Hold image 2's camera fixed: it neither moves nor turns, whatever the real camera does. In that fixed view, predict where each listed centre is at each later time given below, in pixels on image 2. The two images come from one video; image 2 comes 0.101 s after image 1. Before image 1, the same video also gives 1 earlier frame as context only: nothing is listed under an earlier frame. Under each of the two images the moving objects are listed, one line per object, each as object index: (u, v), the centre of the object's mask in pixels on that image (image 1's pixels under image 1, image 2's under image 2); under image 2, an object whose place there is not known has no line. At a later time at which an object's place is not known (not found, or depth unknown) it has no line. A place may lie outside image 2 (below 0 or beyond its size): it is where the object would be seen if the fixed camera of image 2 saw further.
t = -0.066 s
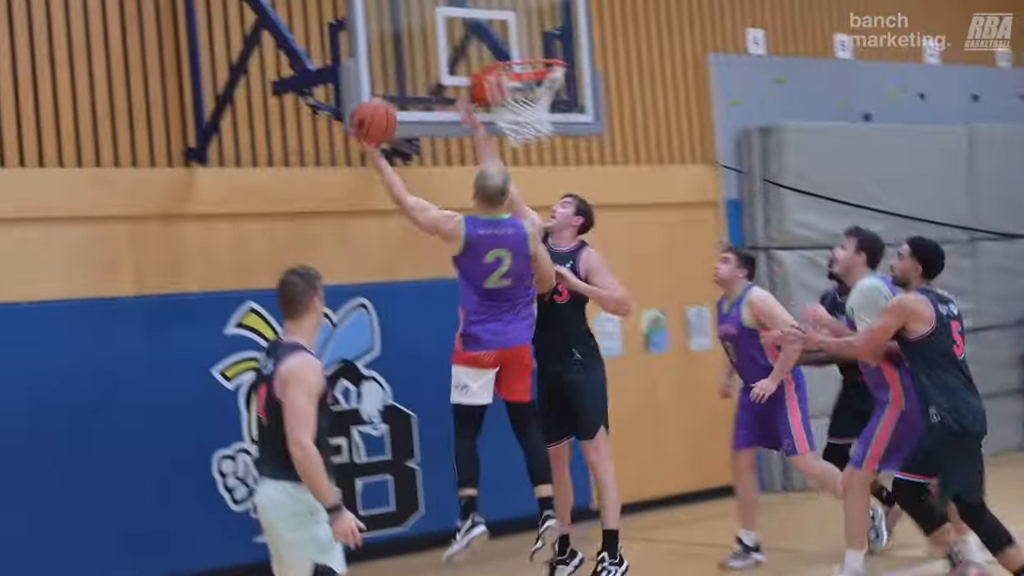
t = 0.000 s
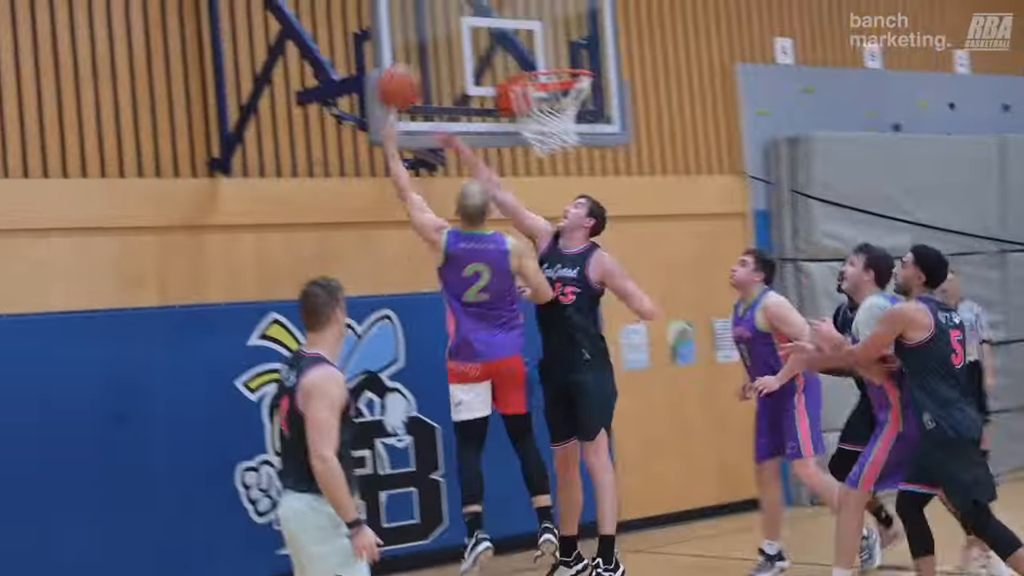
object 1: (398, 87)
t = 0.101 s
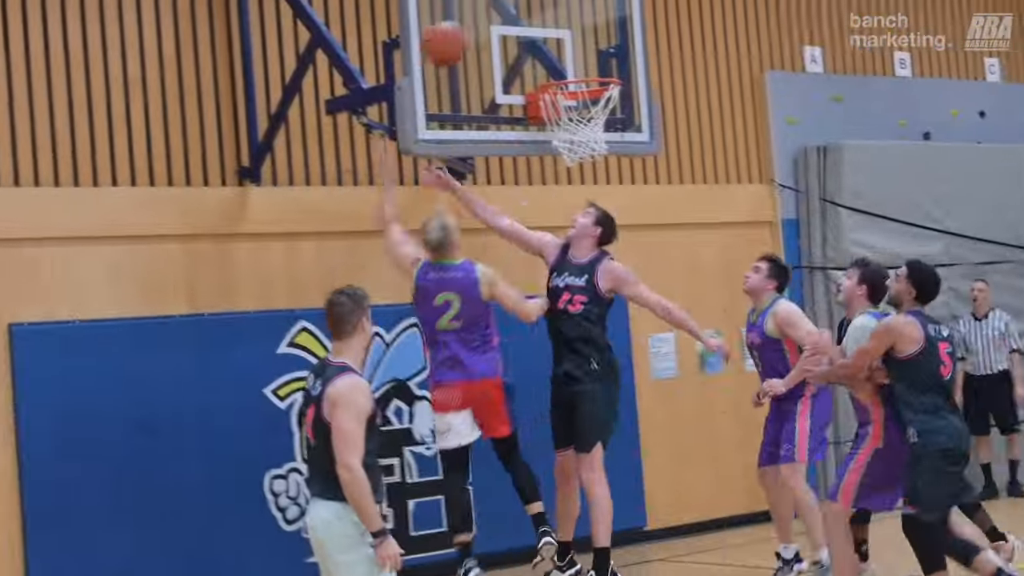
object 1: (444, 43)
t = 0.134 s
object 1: (450, 30)
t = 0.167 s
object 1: (456, 20)
